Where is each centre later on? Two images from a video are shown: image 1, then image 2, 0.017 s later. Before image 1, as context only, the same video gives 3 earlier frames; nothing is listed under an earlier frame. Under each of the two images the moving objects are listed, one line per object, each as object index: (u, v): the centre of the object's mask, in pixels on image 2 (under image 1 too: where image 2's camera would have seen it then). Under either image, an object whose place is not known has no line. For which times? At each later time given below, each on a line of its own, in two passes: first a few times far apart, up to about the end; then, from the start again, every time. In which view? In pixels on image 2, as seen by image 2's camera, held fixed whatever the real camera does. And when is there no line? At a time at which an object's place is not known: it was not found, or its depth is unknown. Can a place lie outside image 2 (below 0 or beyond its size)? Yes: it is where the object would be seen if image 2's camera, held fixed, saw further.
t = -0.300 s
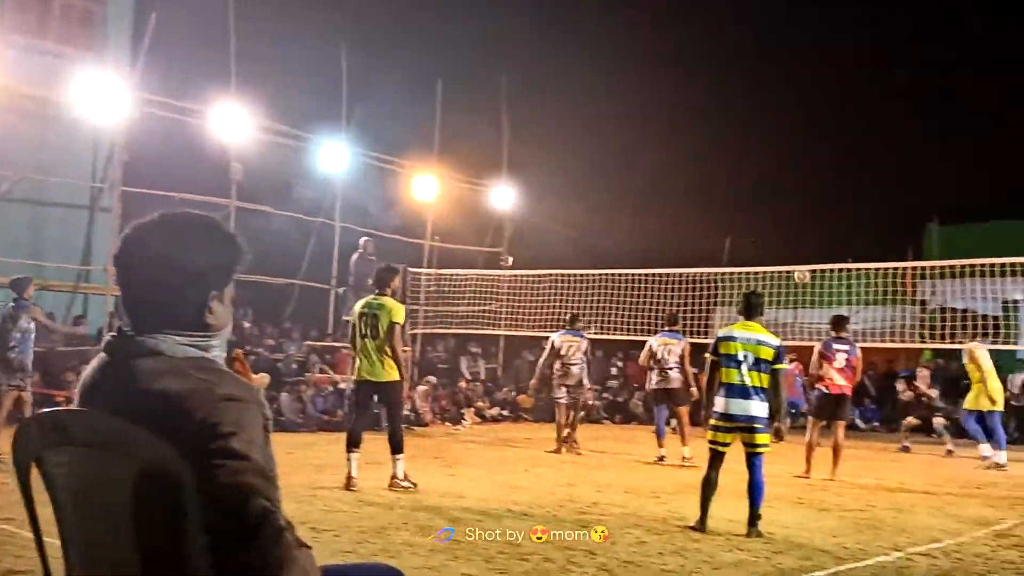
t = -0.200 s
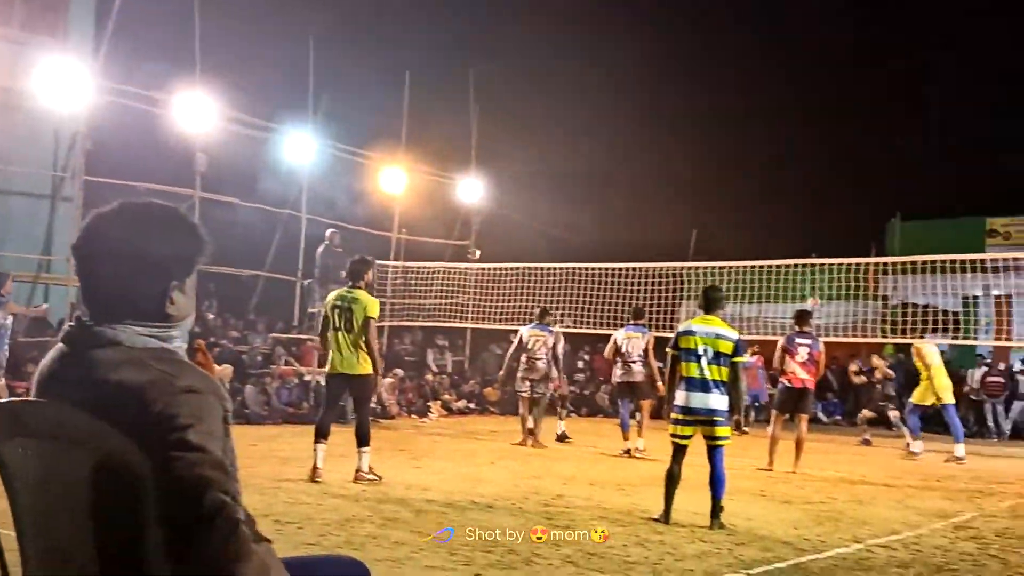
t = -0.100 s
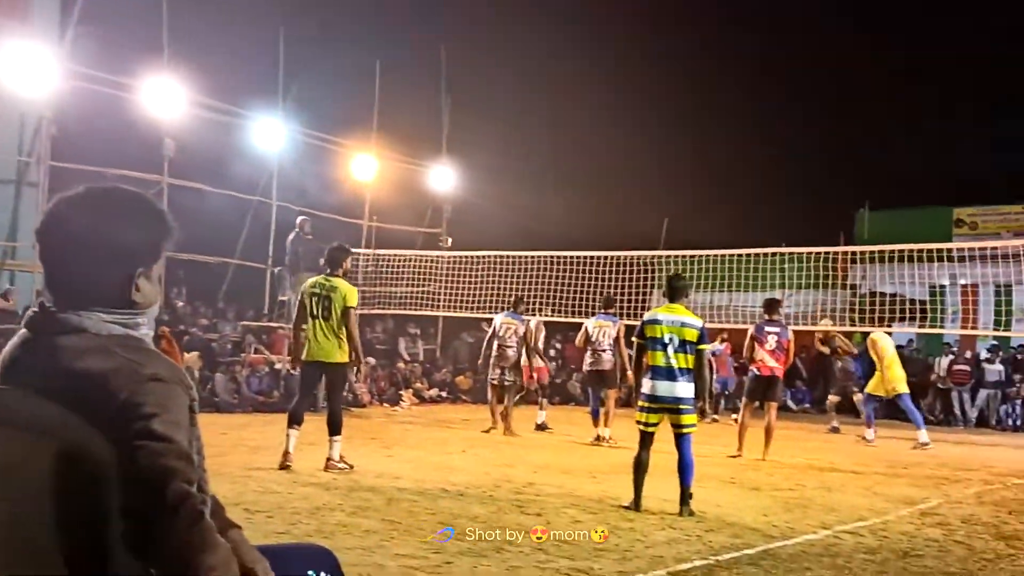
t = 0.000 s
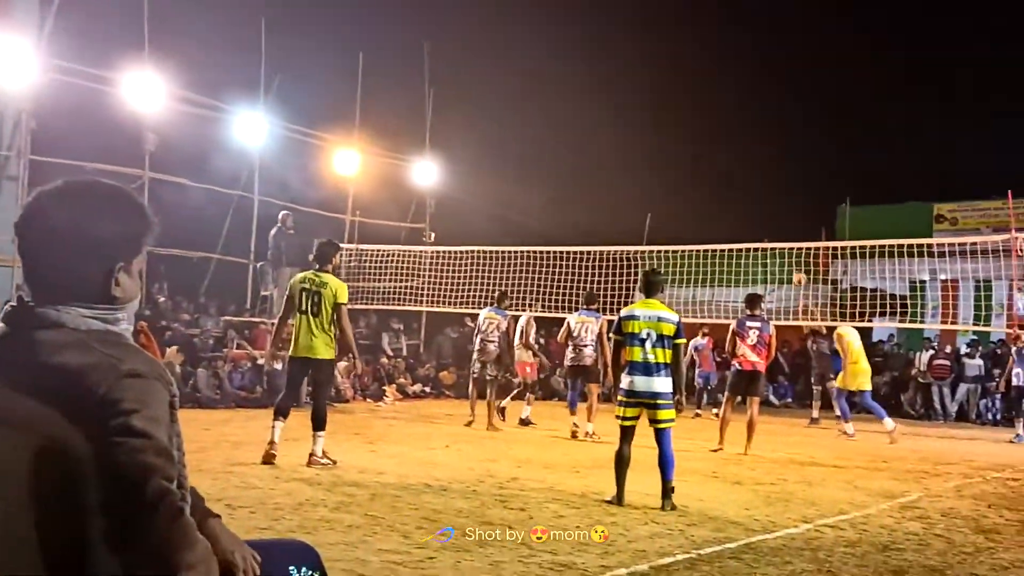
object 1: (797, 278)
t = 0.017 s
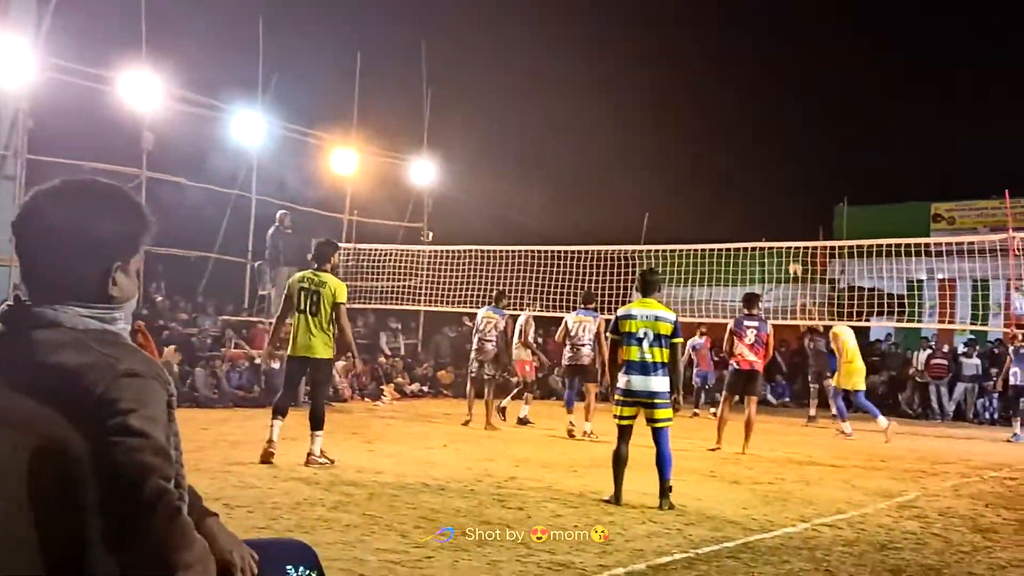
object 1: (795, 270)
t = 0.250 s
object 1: (759, 175)
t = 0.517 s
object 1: (727, 108)
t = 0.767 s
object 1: (694, 83)
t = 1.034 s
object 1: (656, 99)
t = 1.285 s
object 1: (616, 157)
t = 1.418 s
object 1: (596, 205)
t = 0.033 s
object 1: (792, 262)
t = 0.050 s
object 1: (789, 254)
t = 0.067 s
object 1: (786, 246)
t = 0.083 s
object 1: (784, 237)
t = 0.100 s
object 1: (781, 231)
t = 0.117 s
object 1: (779, 225)
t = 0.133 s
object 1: (776, 217)
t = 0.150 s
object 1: (773, 211)
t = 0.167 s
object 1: (771, 205)
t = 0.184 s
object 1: (768, 199)
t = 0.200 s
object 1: (765, 193)
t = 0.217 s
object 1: (763, 187)
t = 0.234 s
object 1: (760, 181)
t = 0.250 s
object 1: (759, 175)
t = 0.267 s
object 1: (757, 168)
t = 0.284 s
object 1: (756, 163)
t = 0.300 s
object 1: (755, 157)
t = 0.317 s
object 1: (753, 152)
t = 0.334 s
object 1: (751, 148)
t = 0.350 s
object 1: (748, 144)
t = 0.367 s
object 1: (746, 140)
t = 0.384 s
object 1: (744, 135)
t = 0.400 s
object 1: (742, 132)
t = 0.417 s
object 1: (739, 127)
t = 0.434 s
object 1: (737, 124)
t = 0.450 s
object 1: (735, 120)
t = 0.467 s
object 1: (733, 117)
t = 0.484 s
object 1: (731, 114)
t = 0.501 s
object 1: (729, 111)
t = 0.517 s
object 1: (727, 108)
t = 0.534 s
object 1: (725, 105)
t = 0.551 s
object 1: (722, 102)
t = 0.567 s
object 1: (720, 99)
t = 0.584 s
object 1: (718, 97)
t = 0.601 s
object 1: (716, 95)
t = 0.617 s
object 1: (713, 92)
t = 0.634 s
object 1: (711, 90)
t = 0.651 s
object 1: (709, 89)
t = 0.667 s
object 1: (707, 87)
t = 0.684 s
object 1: (705, 86)
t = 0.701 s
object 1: (703, 85)
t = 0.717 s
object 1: (701, 84)
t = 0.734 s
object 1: (699, 84)
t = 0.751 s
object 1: (697, 83)
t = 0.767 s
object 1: (694, 83)
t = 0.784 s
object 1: (692, 83)
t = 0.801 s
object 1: (690, 83)
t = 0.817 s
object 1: (688, 83)
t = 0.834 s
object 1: (685, 83)
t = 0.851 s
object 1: (683, 83)
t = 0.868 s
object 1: (681, 84)
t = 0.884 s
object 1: (678, 84)
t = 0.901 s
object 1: (676, 86)
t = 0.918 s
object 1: (673, 87)
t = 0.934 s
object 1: (671, 88)
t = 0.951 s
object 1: (668, 90)
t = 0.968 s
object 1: (665, 92)
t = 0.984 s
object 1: (663, 93)
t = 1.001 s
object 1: (661, 95)
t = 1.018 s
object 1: (658, 97)
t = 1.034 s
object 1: (656, 99)
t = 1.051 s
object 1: (653, 102)
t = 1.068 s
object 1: (650, 105)
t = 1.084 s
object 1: (647, 108)
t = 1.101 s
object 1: (645, 111)
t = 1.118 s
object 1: (642, 115)
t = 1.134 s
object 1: (639, 118)
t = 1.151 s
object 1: (636, 122)
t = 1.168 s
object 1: (634, 125)
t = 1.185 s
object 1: (631, 129)
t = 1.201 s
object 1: (628, 134)
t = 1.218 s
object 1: (626, 138)
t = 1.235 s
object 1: (623, 143)
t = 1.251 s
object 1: (621, 147)
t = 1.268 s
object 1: (618, 152)
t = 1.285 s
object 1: (616, 157)
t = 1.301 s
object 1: (614, 162)
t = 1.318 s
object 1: (611, 168)
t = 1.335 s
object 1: (608, 174)
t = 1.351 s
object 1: (606, 179)
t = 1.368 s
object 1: (603, 186)
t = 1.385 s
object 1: (601, 192)
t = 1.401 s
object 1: (598, 198)
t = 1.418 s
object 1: (596, 205)
